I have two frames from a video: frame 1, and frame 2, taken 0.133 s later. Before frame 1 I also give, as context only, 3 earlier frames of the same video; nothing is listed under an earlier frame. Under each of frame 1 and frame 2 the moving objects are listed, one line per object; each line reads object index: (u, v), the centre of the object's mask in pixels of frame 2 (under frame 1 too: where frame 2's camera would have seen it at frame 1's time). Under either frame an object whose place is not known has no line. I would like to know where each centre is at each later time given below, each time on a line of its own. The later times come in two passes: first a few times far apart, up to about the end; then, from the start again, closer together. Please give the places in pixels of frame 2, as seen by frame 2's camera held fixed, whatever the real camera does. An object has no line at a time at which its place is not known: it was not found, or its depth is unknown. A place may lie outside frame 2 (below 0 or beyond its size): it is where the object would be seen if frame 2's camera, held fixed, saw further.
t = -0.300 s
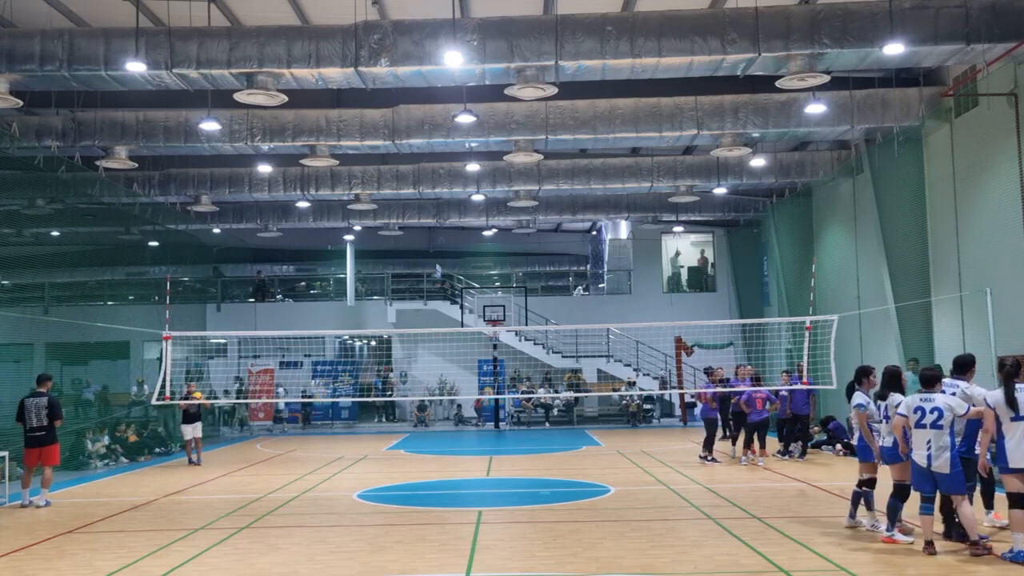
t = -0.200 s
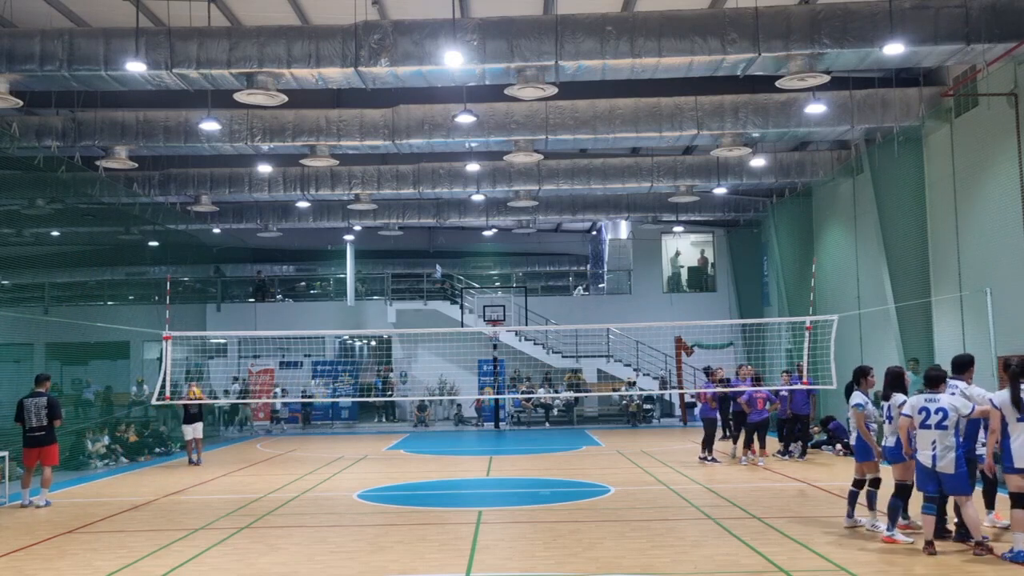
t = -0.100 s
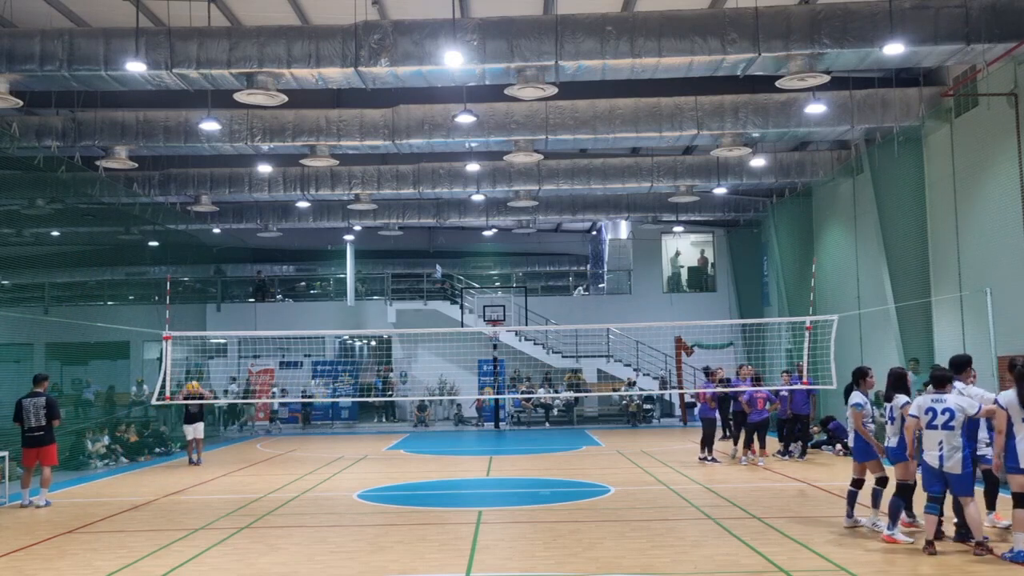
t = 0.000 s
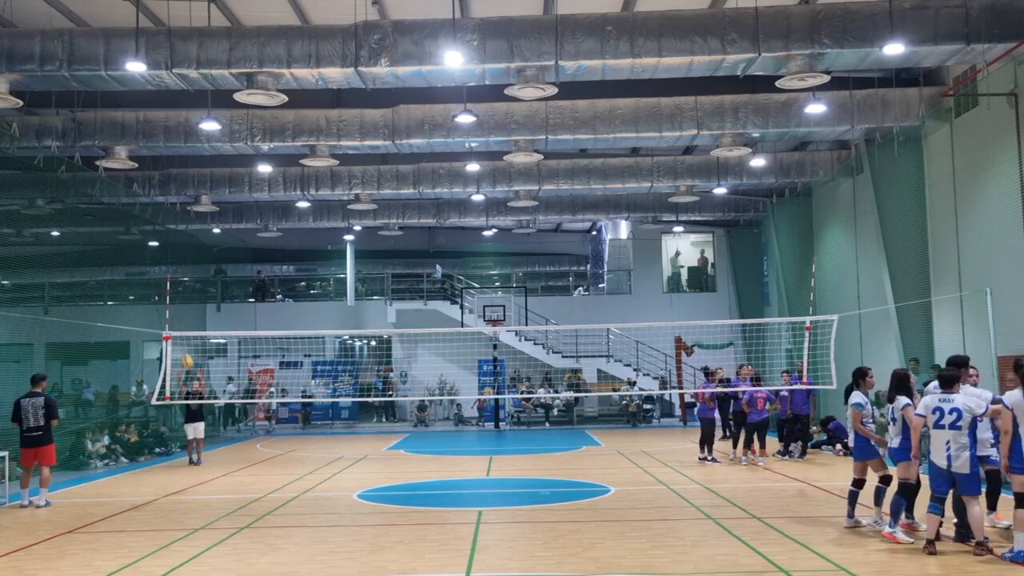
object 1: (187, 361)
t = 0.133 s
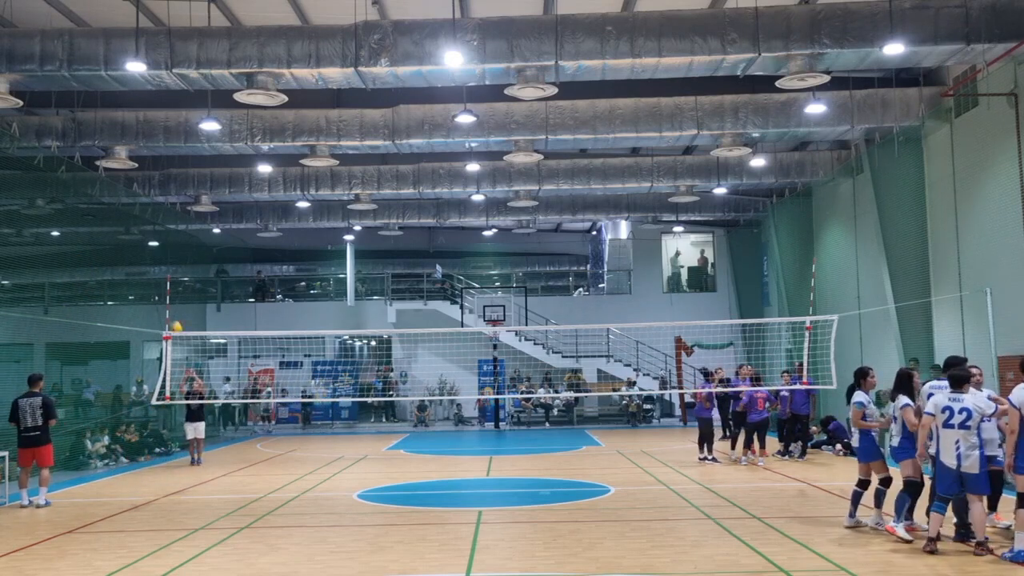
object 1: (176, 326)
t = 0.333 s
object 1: (157, 294)
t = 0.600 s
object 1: (132, 280)
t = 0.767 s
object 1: (113, 292)
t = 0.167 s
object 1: (173, 320)
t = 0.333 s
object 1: (157, 294)
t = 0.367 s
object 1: (154, 290)
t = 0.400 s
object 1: (151, 287)
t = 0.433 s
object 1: (148, 284)
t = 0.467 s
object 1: (145, 282)
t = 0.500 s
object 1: (142, 280)
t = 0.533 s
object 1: (138, 279)
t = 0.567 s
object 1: (135, 279)
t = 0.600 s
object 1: (132, 280)
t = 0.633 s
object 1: (128, 281)
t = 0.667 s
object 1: (124, 283)
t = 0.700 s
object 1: (121, 285)
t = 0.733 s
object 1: (117, 289)
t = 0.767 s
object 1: (113, 292)
